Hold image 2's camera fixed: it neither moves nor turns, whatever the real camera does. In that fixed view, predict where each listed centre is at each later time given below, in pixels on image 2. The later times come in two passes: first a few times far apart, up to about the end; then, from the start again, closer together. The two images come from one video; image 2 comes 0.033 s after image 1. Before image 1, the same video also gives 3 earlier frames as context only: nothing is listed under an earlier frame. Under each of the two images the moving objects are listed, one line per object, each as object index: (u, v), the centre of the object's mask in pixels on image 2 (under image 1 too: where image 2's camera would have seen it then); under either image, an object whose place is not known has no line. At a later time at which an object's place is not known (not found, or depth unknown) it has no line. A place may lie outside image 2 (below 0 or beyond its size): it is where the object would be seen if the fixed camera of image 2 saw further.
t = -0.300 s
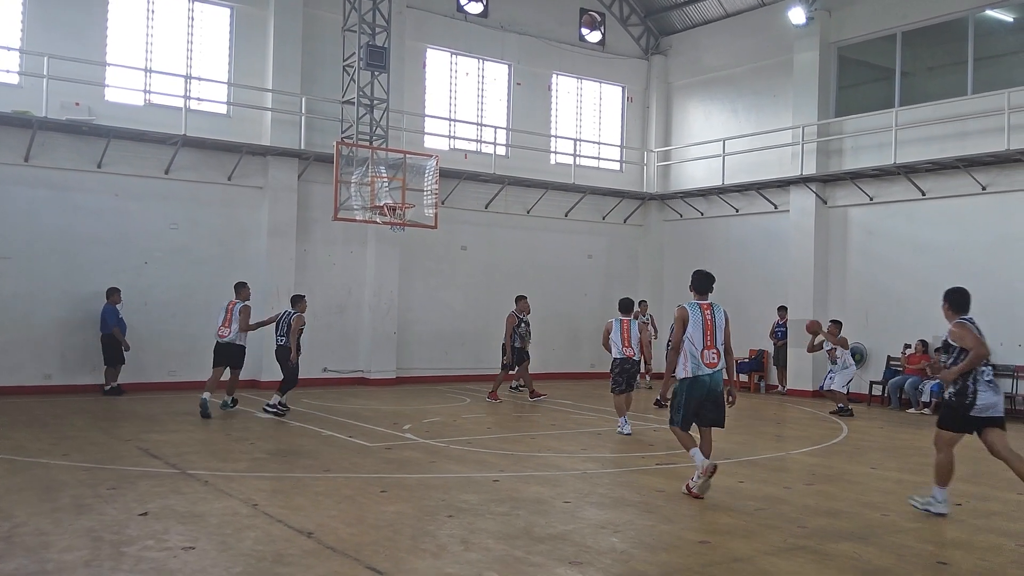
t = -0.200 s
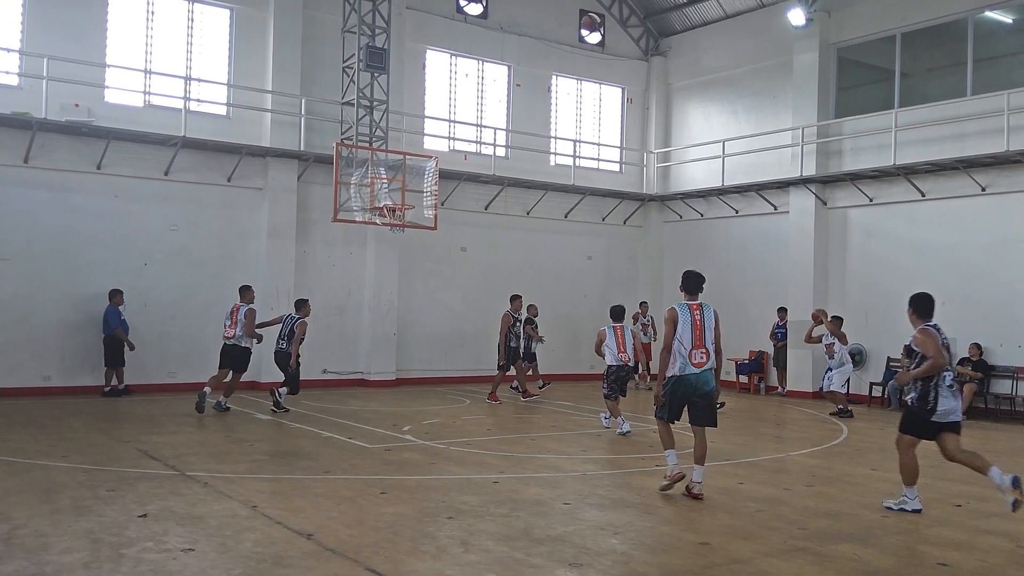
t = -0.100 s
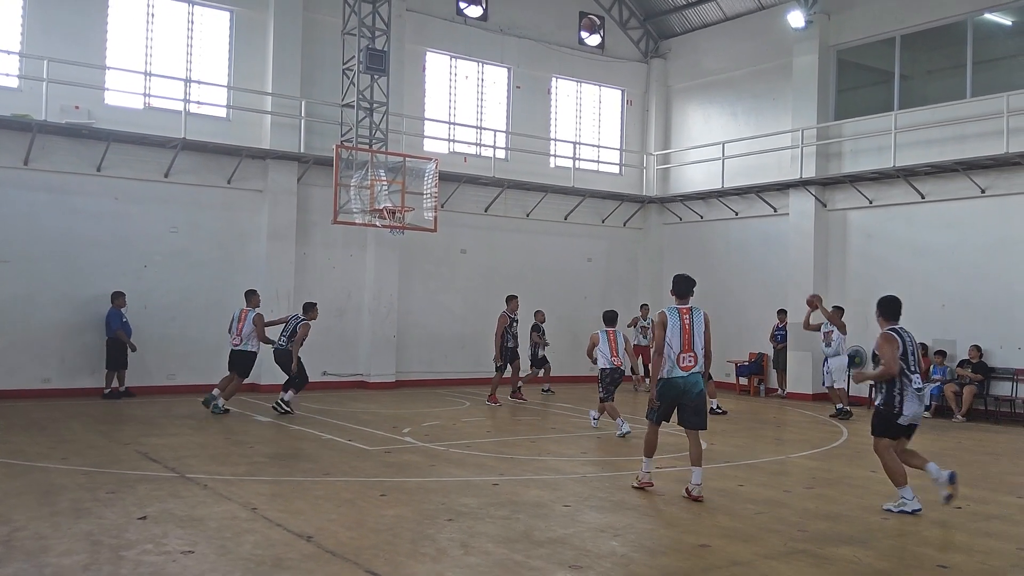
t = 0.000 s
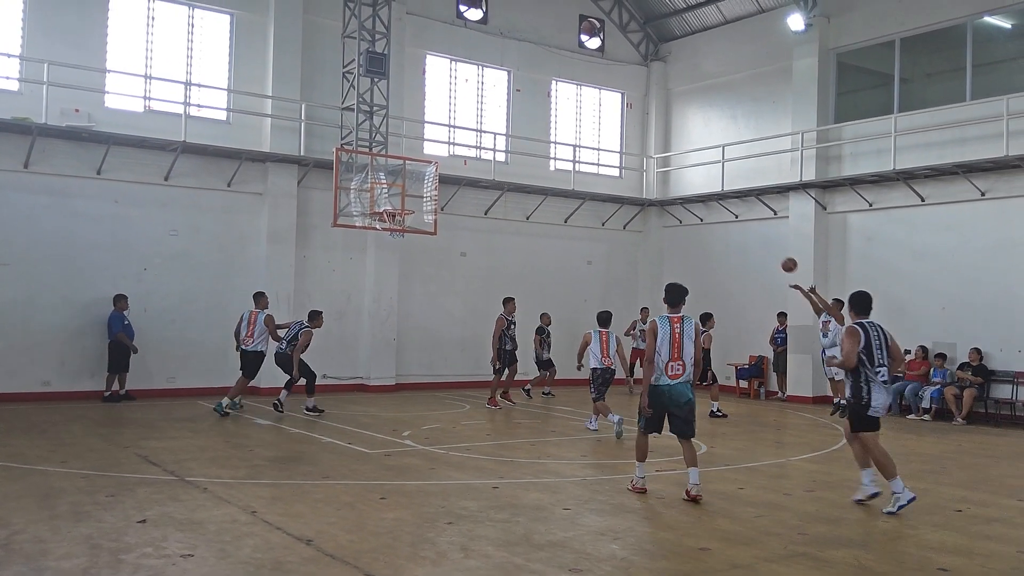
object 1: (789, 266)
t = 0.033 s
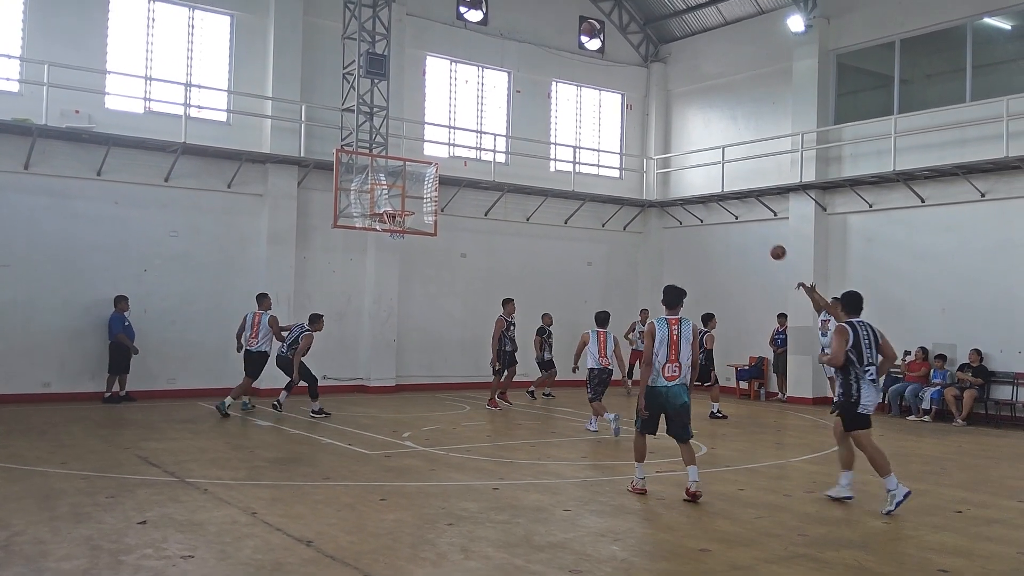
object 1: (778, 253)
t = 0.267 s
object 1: (700, 177)
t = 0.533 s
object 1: (613, 135)
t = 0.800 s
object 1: (527, 134)
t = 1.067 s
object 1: (441, 175)
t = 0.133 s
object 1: (745, 216)
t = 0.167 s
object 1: (733, 206)
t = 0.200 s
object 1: (723, 196)
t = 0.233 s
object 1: (712, 186)
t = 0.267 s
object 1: (700, 177)
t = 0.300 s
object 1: (689, 169)
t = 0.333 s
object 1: (678, 162)
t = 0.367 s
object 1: (667, 156)
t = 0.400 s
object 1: (656, 150)
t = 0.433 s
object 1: (646, 145)
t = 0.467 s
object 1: (635, 141)
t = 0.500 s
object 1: (624, 138)
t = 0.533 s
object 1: (613, 135)
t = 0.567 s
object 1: (602, 132)
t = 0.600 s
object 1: (591, 131)
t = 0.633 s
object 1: (580, 130)
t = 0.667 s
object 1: (570, 129)
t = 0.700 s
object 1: (559, 130)
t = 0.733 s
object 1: (548, 131)
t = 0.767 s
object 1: (537, 132)
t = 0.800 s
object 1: (527, 134)
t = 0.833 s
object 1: (516, 137)
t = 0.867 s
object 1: (505, 141)
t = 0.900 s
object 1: (494, 145)
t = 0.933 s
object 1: (483, 150)
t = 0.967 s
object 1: (473, 156)
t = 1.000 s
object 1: (462, 162)
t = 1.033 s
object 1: (451, 168)
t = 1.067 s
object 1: (441, 175)
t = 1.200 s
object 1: (400, 207)
